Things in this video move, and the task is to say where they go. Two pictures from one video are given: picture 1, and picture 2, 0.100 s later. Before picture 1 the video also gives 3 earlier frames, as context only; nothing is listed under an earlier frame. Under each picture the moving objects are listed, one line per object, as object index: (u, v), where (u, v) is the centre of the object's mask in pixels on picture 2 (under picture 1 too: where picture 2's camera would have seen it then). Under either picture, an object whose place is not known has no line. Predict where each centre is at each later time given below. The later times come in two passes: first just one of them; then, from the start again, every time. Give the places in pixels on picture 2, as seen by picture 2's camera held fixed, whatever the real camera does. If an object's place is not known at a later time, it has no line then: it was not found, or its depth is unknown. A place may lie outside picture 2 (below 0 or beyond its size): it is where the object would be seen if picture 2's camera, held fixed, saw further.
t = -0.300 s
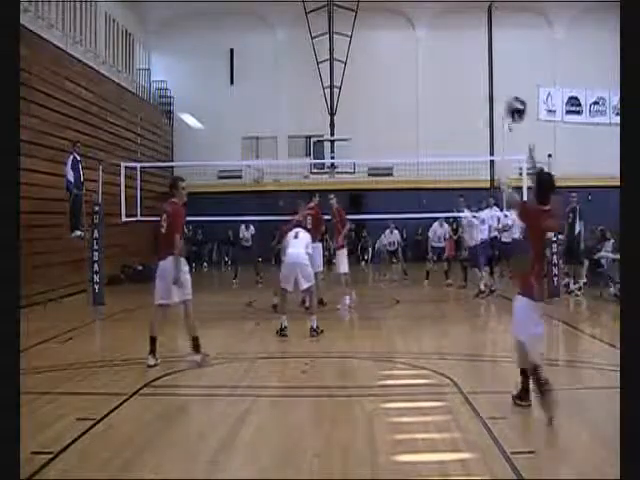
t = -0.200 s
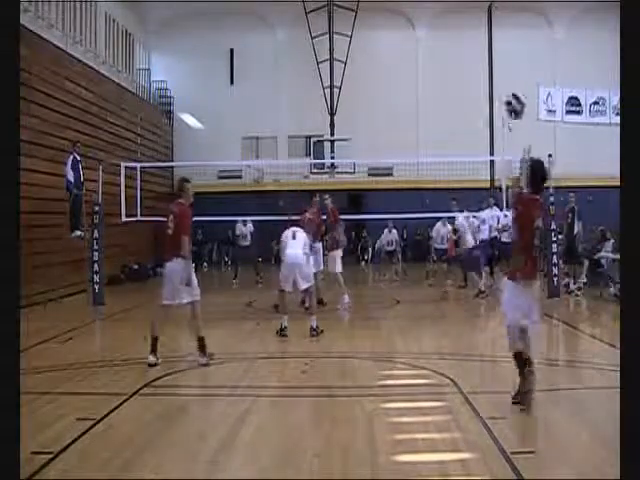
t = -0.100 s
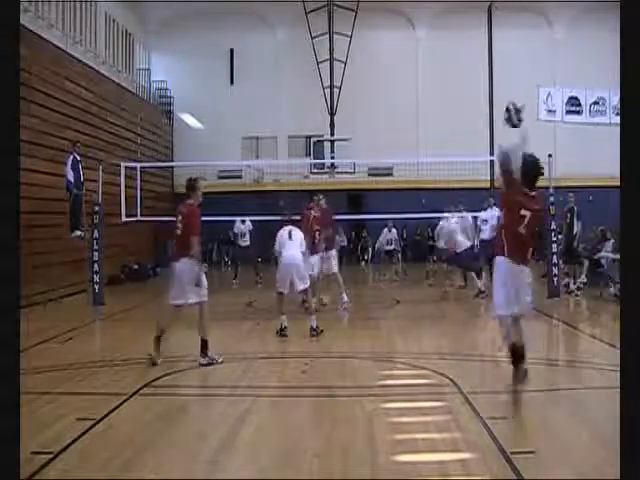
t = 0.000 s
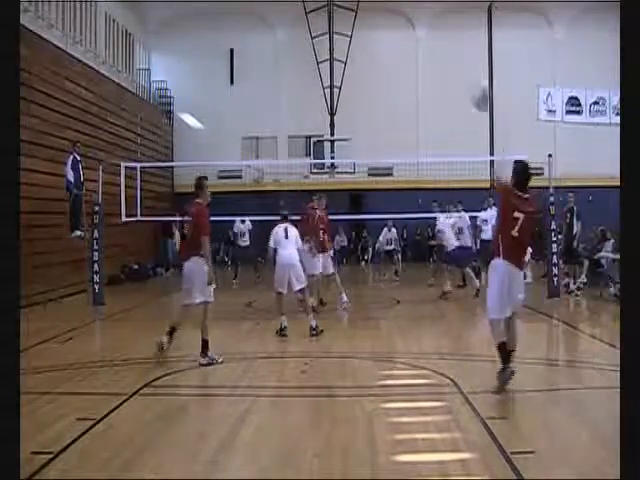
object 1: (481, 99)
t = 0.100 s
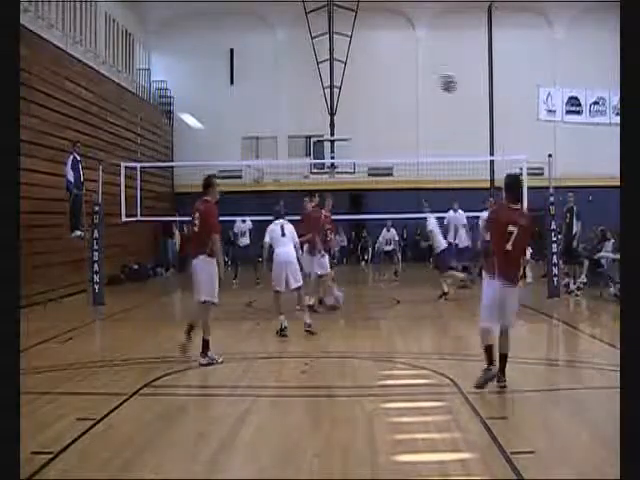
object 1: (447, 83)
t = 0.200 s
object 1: (422, 78)
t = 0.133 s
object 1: (438, 80)
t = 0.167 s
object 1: (430, 79)
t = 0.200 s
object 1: (422, 78)
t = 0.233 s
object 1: (417, 79)
